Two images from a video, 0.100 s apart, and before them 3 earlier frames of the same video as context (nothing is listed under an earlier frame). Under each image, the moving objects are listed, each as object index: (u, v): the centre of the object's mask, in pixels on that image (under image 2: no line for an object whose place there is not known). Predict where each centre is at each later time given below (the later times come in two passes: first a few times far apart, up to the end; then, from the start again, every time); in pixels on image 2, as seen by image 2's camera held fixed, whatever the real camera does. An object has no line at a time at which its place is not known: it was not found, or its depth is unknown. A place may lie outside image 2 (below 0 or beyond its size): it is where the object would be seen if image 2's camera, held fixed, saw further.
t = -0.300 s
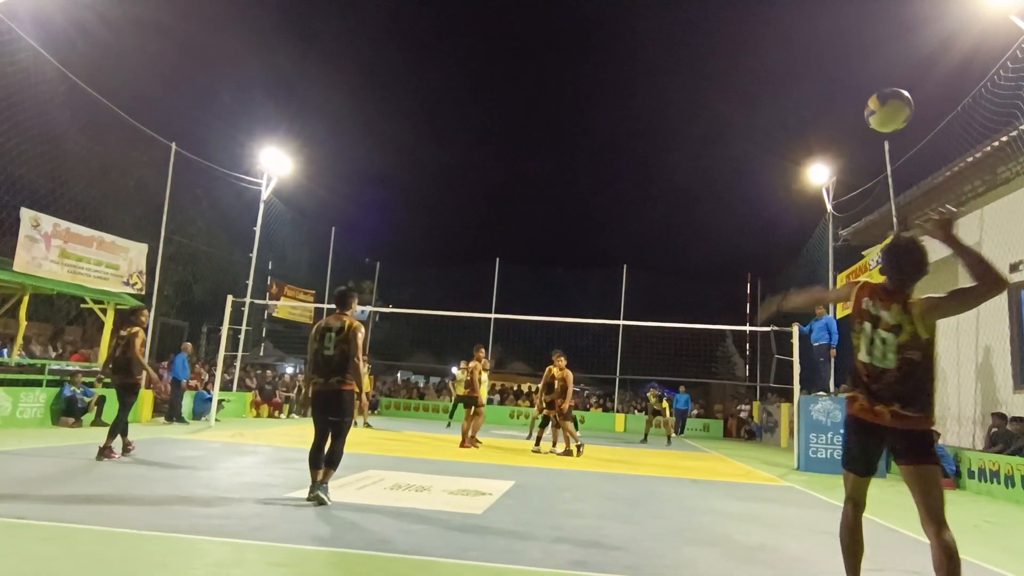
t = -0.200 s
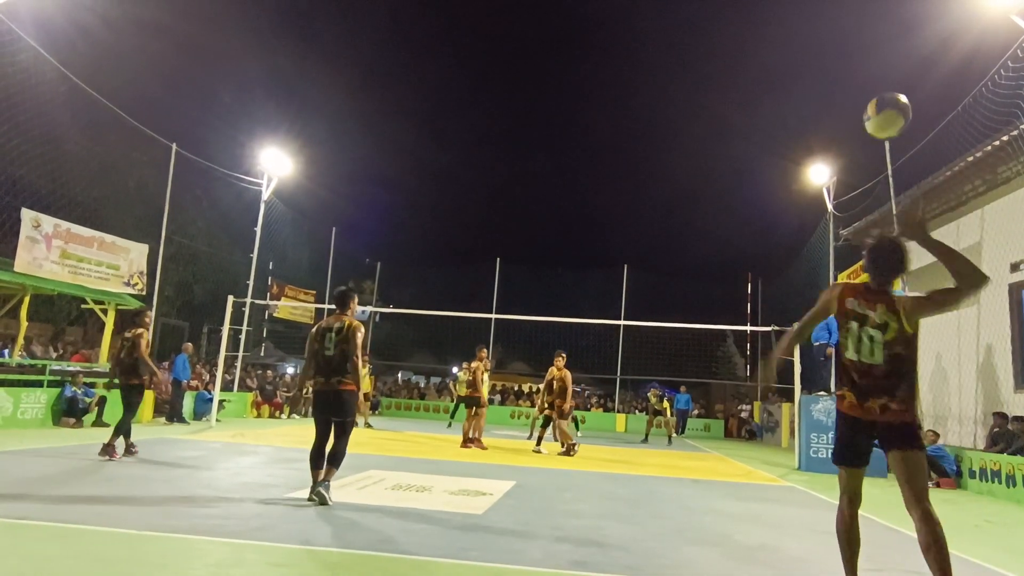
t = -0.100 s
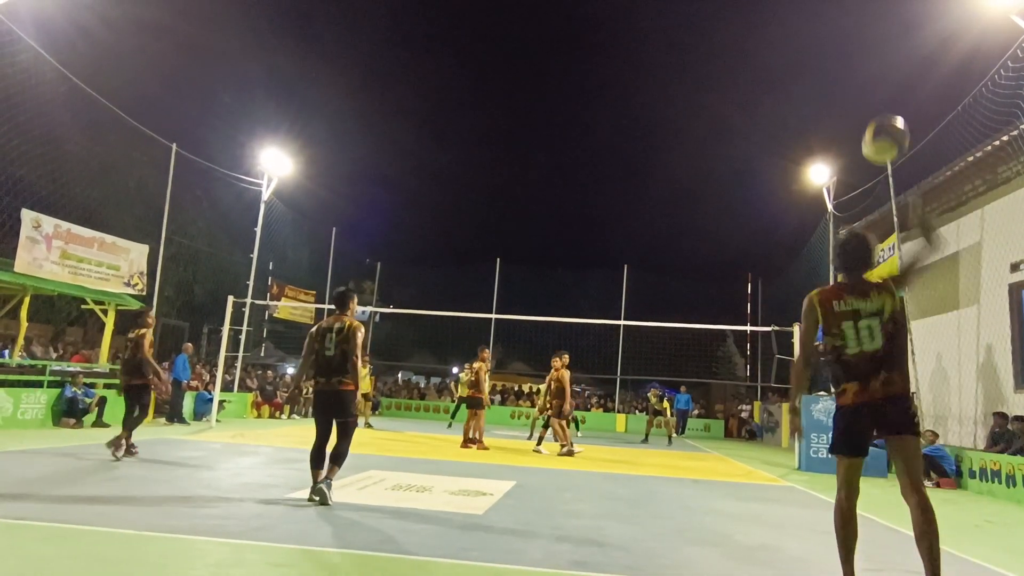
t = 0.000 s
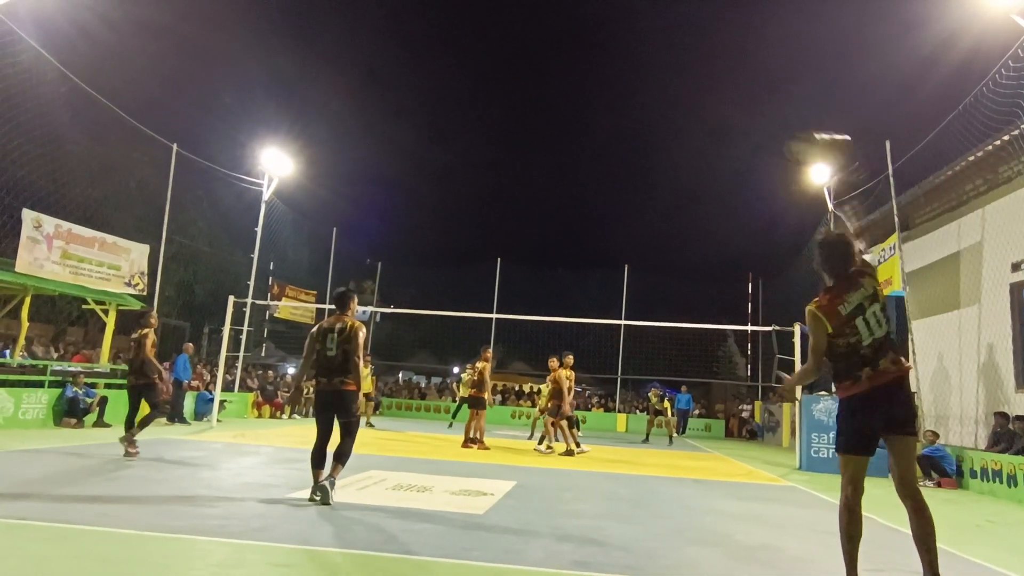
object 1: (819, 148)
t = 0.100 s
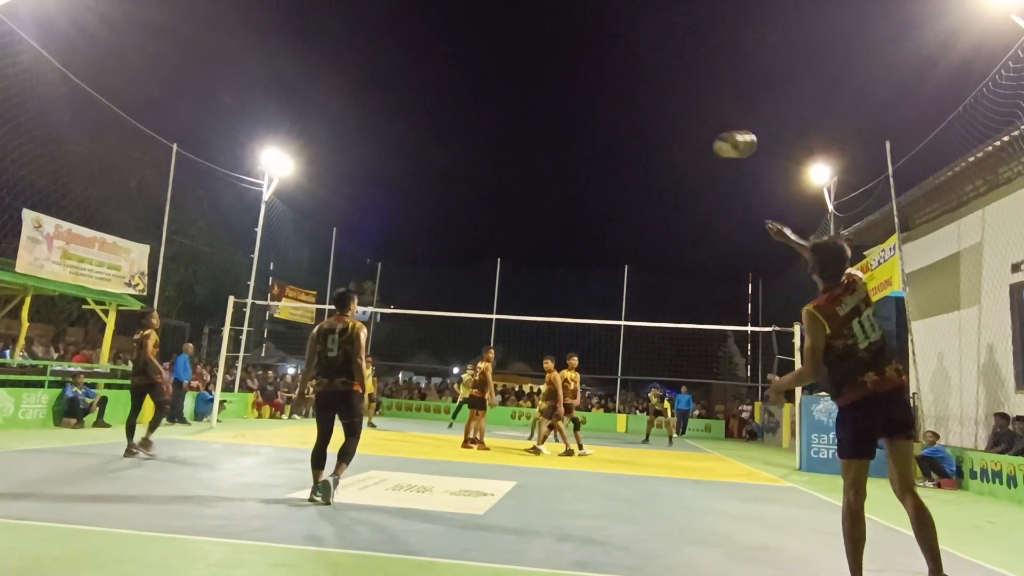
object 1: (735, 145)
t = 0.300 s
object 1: (647, 162)
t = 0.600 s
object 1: (584, 217)
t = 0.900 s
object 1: (551, 288)
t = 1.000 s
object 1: (544, 312)
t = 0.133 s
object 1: (715, 146)
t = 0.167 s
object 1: (698, 148)
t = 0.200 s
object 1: (683, 151)
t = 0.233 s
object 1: (670, 154)
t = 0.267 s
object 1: (658, 158)
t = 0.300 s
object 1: (647, 162)
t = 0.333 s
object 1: (638, 167)
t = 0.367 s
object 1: (629, 172)
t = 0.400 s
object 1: (621, 178)
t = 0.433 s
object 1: (614, 183)
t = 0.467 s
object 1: (607, 189)
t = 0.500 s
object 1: (601, 196)
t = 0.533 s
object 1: (595, 203)
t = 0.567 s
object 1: (589, 210)
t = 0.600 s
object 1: (584, 217)
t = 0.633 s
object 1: (579, 224)
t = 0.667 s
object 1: (575, 232)
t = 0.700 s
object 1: (571, 239)
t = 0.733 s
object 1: (567, 247)
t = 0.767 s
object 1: (564, 255)
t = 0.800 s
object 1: (560, 263)
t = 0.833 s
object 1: (557, 271)
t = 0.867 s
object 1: (554, 280)
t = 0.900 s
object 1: (551, 288)
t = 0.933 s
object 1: (548, 297)
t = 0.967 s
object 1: (546, 305)
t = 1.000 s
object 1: (544, 312)
